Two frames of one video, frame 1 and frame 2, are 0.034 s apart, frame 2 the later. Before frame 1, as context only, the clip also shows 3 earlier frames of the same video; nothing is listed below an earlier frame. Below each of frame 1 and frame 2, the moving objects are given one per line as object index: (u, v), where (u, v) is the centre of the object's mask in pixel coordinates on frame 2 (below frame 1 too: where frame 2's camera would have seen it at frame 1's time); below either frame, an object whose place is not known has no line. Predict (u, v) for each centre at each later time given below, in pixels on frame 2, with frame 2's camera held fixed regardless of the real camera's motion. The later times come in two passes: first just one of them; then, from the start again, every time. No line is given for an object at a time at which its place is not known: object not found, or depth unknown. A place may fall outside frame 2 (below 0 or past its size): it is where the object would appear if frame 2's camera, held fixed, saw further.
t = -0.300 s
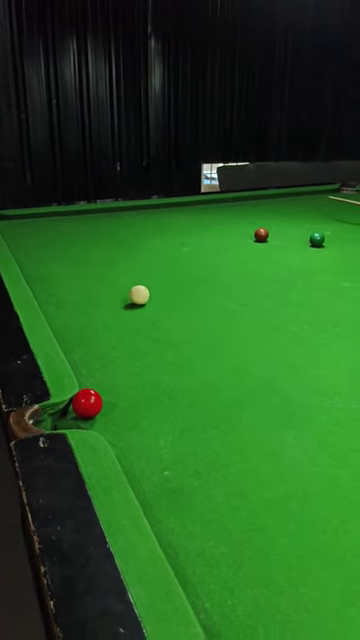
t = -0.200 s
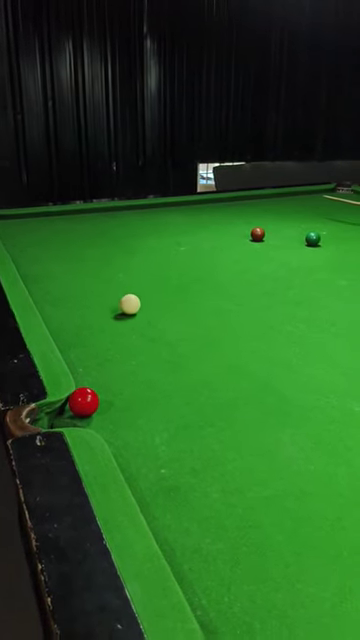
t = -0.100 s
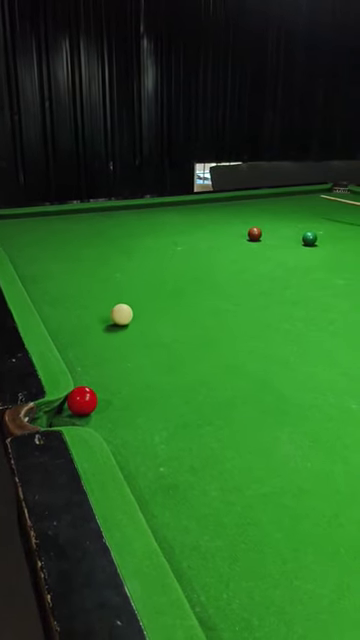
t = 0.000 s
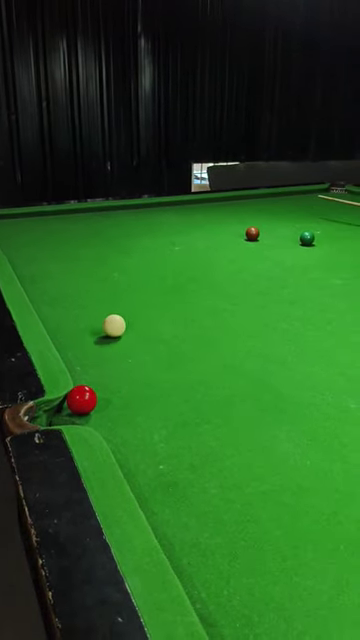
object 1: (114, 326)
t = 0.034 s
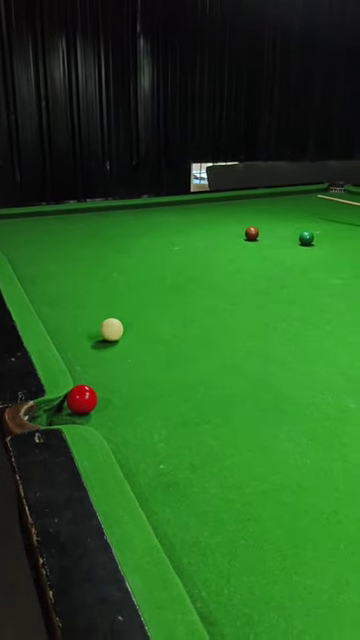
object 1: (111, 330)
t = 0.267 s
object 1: (94, 362)
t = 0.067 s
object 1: (109, 334)
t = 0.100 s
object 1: (107, 338)
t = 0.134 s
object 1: (104, 343)
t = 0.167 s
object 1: (102, 348)
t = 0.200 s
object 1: (99, 352)
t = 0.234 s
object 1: (97, 357)
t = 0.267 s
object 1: (94, 362)
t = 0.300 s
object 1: (92, 368)
